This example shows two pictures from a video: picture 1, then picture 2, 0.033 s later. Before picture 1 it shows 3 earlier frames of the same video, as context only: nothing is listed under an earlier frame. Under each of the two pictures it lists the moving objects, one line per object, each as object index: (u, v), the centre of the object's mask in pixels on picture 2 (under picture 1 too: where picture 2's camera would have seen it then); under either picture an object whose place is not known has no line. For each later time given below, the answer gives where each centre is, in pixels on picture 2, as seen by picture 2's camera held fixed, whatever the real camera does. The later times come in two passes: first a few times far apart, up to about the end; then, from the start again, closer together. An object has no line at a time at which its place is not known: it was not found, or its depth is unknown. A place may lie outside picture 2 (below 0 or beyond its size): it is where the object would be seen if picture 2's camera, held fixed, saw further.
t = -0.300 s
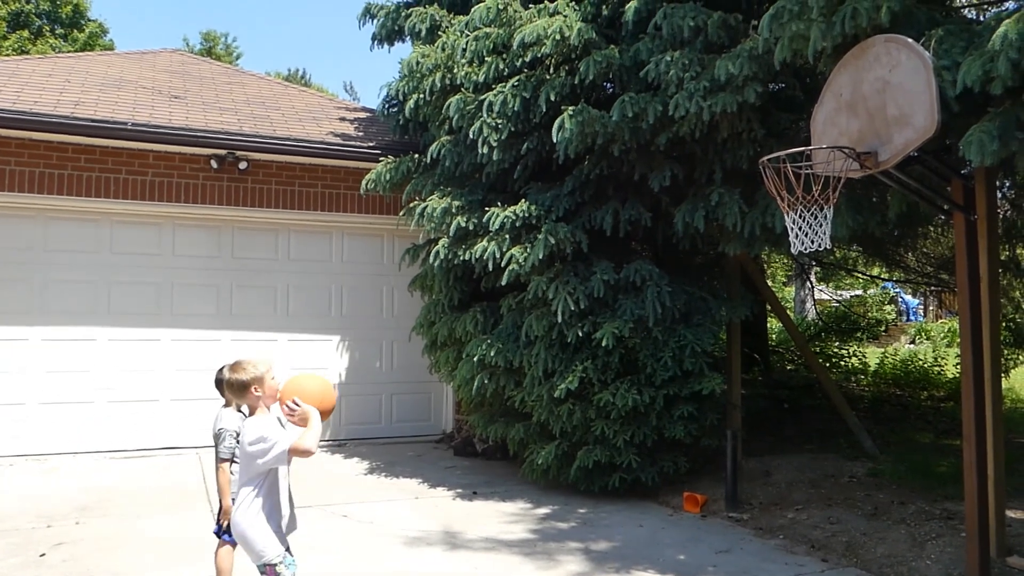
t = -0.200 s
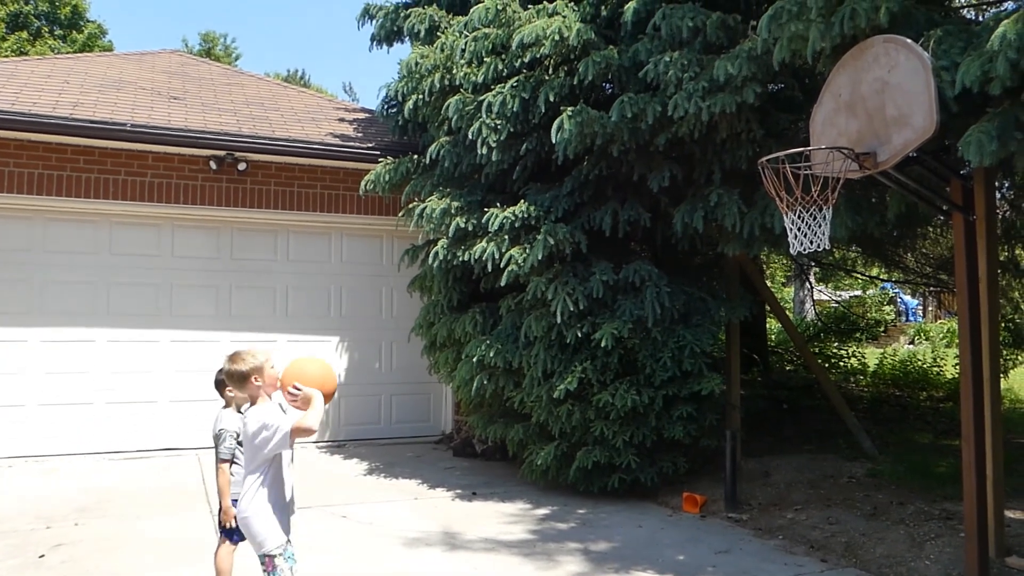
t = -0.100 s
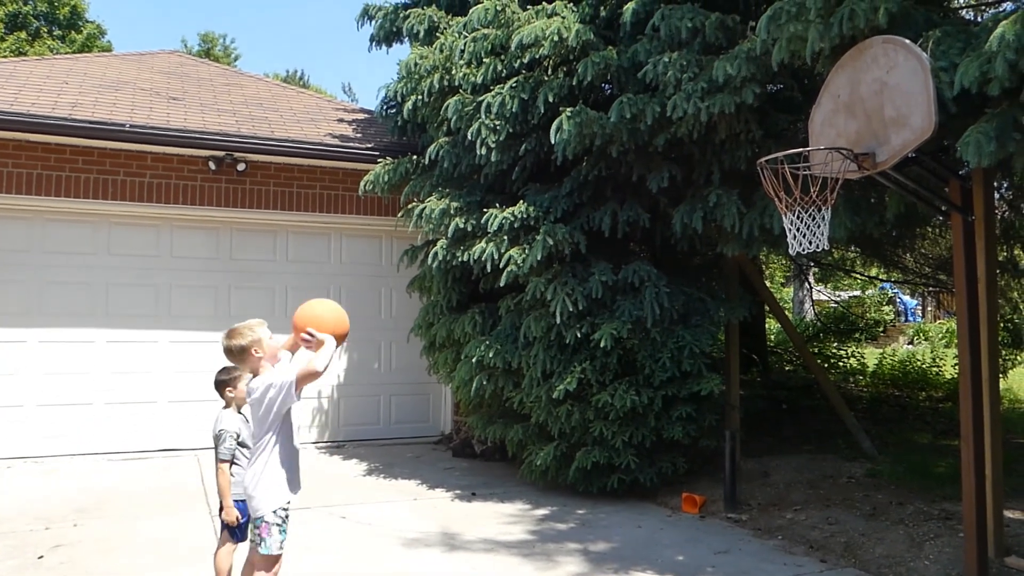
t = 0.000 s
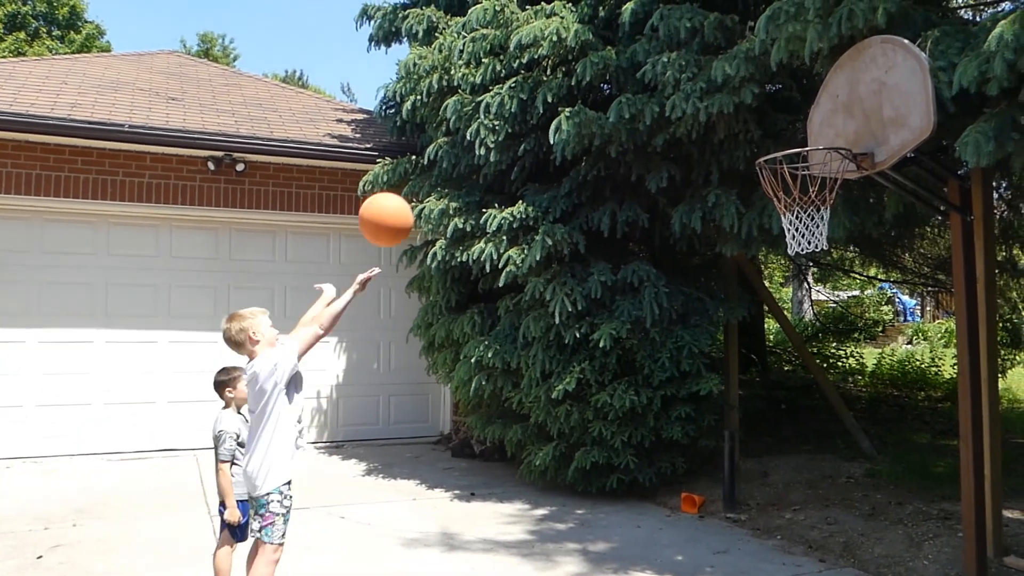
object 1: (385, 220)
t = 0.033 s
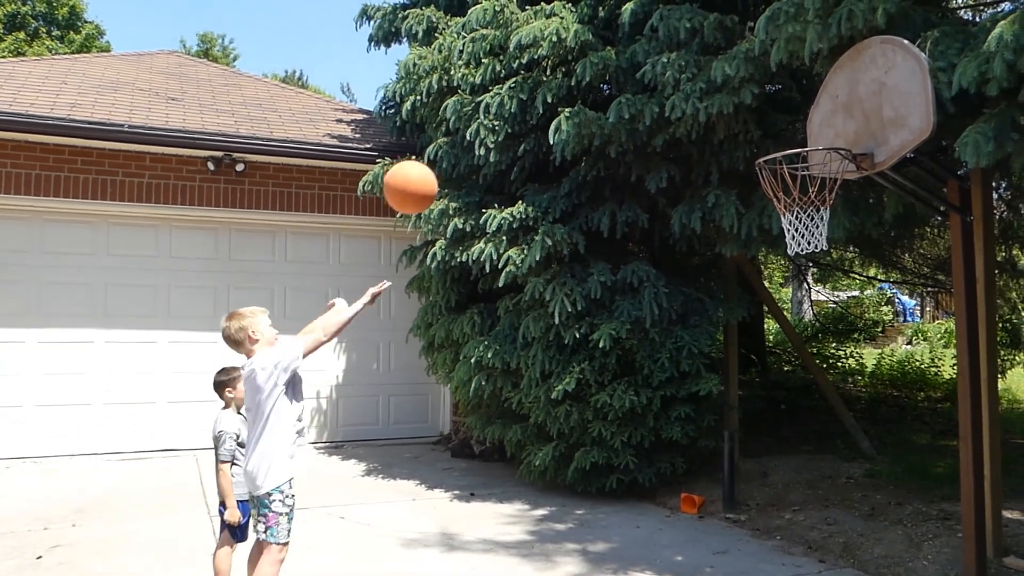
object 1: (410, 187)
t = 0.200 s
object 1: (529, 69)
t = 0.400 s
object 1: (658, 16)
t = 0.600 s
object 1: (775, 37)
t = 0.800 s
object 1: (853, 124)
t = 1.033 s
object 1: (778, 109)
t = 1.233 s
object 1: (710, 173)
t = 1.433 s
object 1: (640, 324)
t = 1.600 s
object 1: (580, 522)
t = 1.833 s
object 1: (497, 454)
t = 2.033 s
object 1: (424, 319)
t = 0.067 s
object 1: (435, 158)
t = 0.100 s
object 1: (459, 132)
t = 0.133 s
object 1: (483, 108)
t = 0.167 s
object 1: (506, 87)
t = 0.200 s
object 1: (529, 69)
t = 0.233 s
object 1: (551, 53)
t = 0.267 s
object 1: (573, 40)
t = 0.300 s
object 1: (595, 29)
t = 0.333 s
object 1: (616, 22)
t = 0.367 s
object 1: (637, 18)
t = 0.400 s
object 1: (658, 16)
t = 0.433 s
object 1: (678, 16)
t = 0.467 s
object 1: (698, 16)
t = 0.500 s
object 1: (718, 18)
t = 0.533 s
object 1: (737, 21)
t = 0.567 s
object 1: (756, 28)
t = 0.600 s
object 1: (775, 37)
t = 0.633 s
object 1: (794, 49)
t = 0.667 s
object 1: (813, 62)
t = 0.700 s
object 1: (831, 77)
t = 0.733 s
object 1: (849, 95)
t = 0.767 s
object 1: (862, 112)
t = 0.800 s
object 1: (853, 124)
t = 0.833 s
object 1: (844, 123)
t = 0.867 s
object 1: (832, 116)
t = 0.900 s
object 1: (822, 110)
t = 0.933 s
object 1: (810, 107)
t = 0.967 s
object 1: (799, 106)
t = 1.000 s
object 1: (789, 106)
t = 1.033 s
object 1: (778, 109)
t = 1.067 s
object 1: (767, 114)
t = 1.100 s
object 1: (755, 121)
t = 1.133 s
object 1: (744, 131)
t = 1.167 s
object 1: (733, 143)
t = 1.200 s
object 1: (721, 157)
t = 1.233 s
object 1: (710, 173)
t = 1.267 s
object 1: (698, 192)
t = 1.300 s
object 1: (687, 214)
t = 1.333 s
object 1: (675, 237)
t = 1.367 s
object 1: (663, 264)
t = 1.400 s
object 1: (652, 293)
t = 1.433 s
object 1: (640, 324)
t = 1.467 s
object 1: (628, 358)
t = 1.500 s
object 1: (616, 395)
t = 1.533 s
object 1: (604, 435)
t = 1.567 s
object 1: (592, 477)
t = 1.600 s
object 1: (580, 522)
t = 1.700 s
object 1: (544, 574)
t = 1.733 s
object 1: (533, 550)
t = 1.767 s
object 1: (521, 516)
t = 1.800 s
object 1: (509, 483)
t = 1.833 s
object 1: (497, 454)
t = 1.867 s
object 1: (485, 426)
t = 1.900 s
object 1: (473, 400)
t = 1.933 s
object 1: (461, 377)
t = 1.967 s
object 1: (448, 356)
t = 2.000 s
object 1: (436, 336)
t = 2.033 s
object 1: (424, 319)
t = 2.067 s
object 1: (412, 305)
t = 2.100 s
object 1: (399, 292)
